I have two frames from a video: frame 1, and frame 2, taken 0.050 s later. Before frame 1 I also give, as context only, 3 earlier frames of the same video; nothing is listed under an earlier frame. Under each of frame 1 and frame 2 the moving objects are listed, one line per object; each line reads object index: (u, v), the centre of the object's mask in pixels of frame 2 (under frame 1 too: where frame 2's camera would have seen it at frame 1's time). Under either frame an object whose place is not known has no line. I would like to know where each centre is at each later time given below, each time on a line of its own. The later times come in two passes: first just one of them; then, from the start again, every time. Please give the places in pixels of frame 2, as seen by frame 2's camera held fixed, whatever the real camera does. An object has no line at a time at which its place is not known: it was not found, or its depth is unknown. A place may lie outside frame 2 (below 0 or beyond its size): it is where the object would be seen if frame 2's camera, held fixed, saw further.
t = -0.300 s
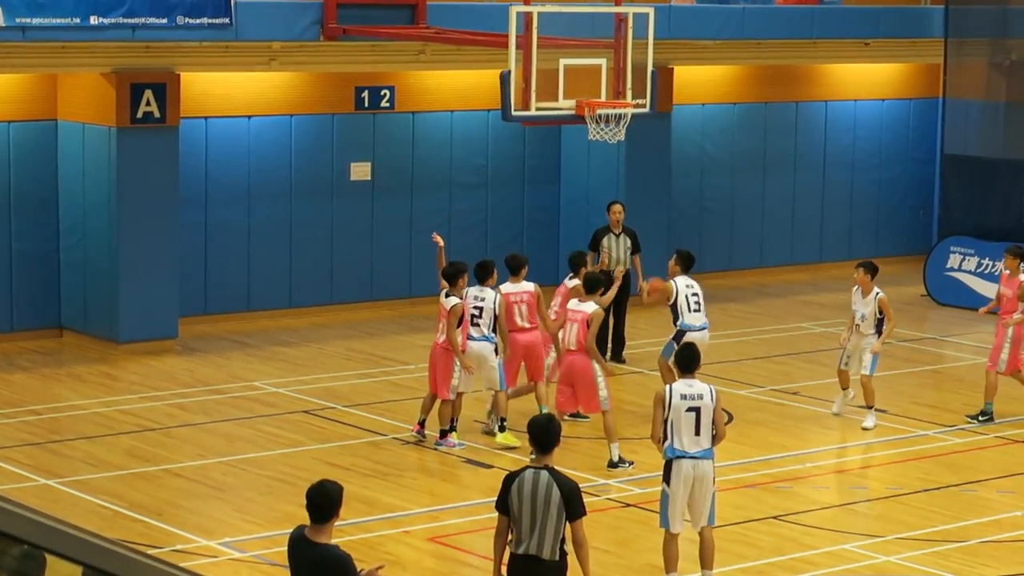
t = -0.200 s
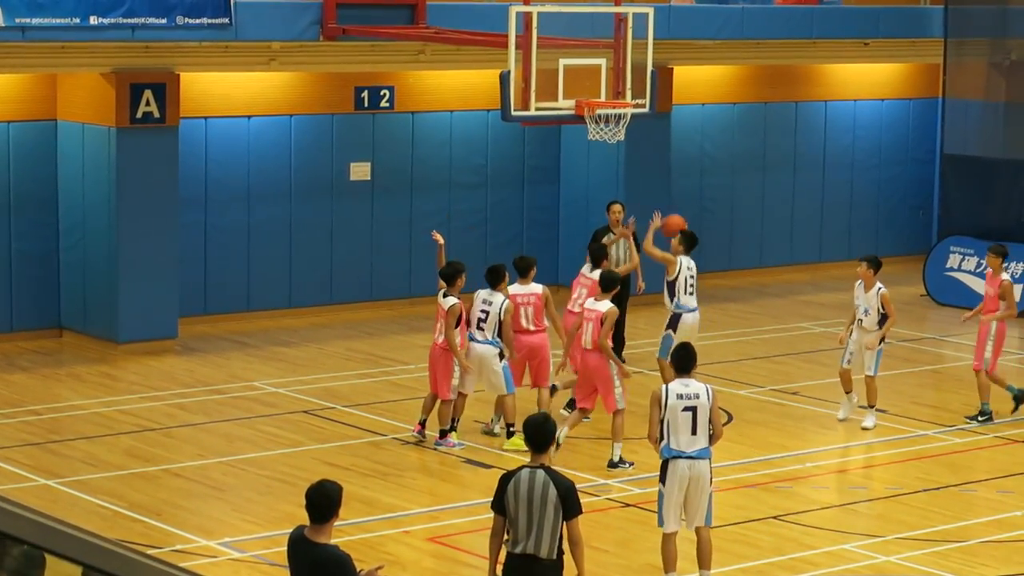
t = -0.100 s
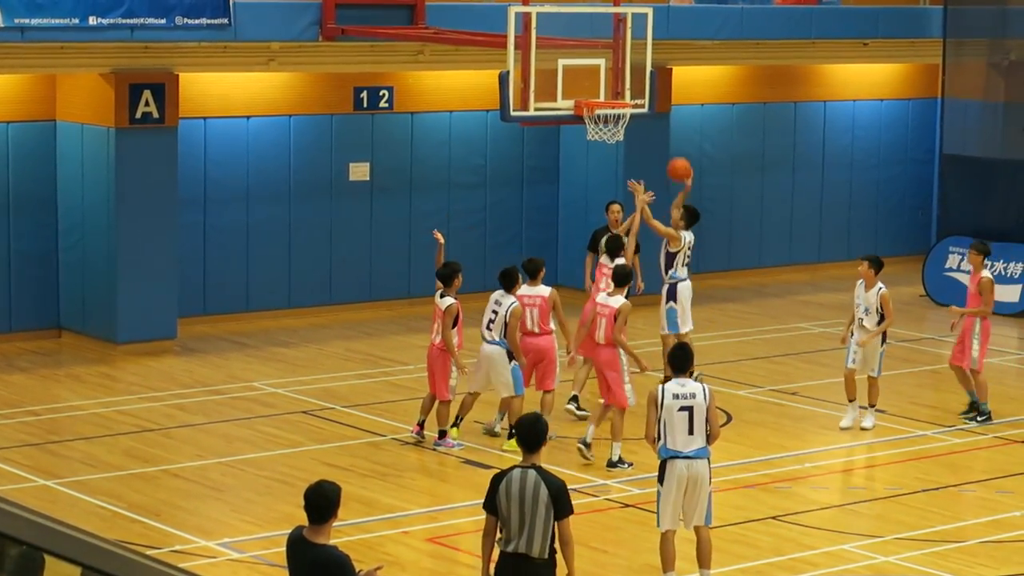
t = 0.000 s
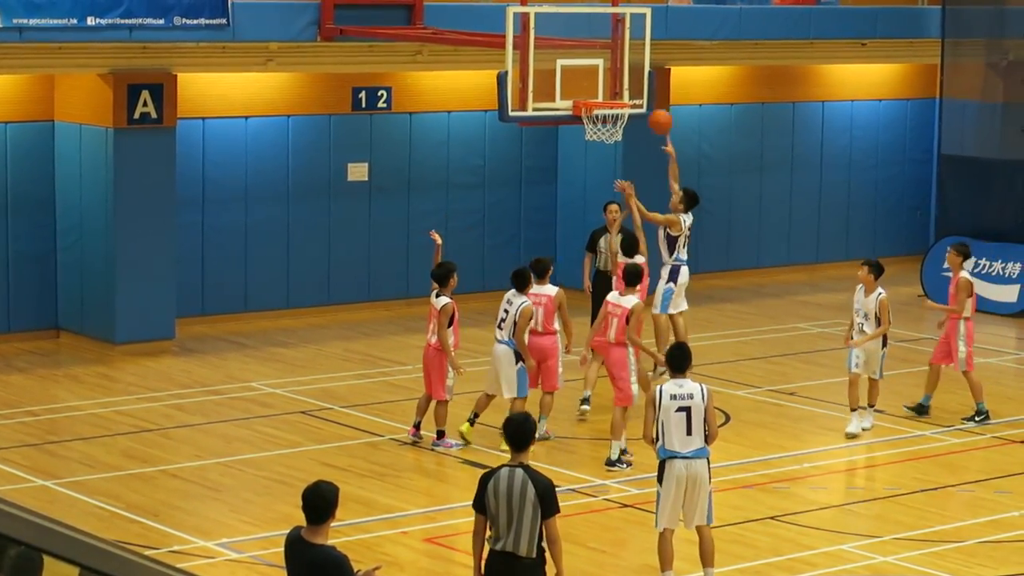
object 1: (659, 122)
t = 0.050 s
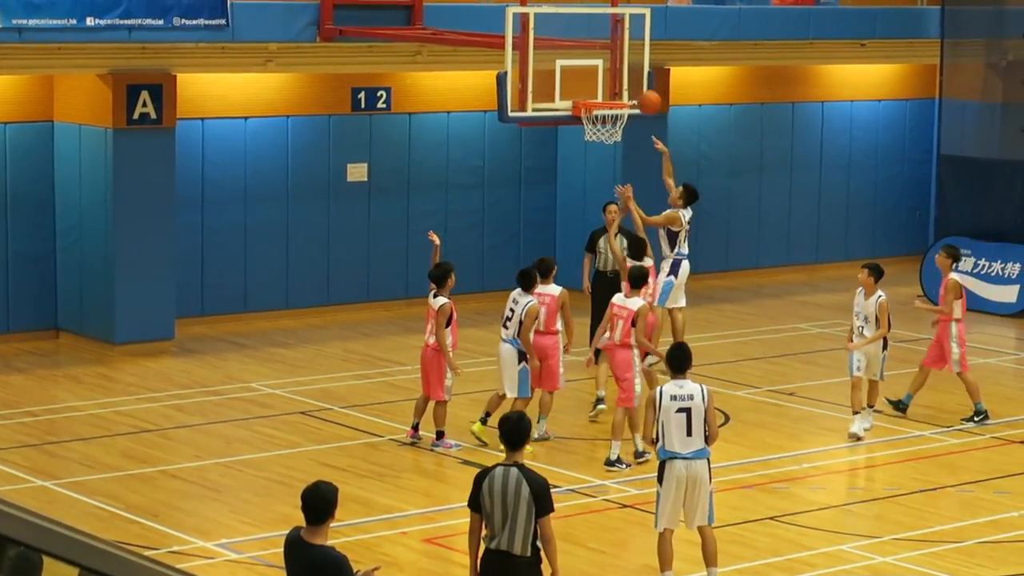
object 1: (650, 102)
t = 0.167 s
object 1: (623, 67)
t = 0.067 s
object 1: (645, 96)
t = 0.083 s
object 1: (642, 91)
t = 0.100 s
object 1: (638, 84)
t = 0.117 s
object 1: (634, 80)
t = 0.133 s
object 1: (631, 76)
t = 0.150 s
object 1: (628, 71)
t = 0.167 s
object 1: (623, 67)
